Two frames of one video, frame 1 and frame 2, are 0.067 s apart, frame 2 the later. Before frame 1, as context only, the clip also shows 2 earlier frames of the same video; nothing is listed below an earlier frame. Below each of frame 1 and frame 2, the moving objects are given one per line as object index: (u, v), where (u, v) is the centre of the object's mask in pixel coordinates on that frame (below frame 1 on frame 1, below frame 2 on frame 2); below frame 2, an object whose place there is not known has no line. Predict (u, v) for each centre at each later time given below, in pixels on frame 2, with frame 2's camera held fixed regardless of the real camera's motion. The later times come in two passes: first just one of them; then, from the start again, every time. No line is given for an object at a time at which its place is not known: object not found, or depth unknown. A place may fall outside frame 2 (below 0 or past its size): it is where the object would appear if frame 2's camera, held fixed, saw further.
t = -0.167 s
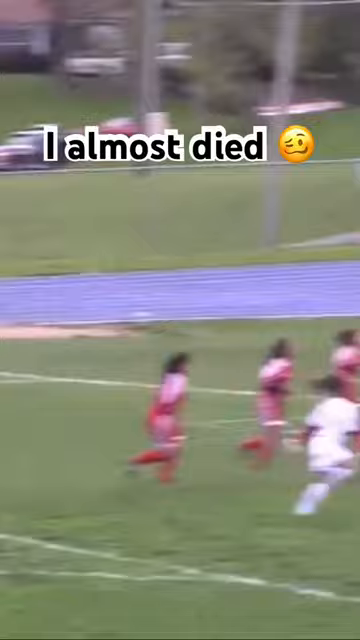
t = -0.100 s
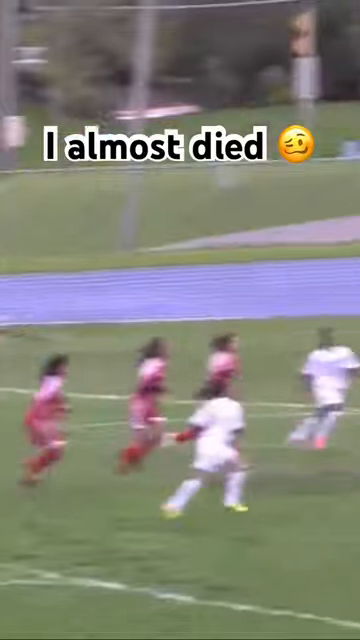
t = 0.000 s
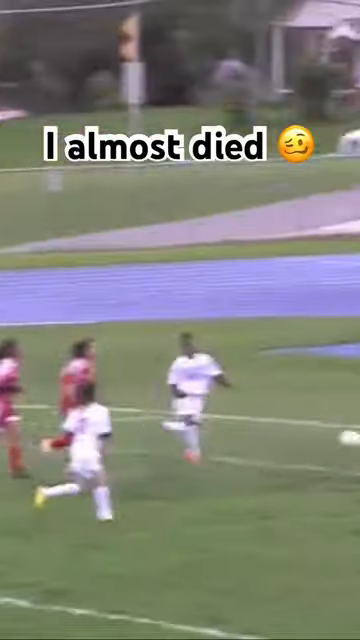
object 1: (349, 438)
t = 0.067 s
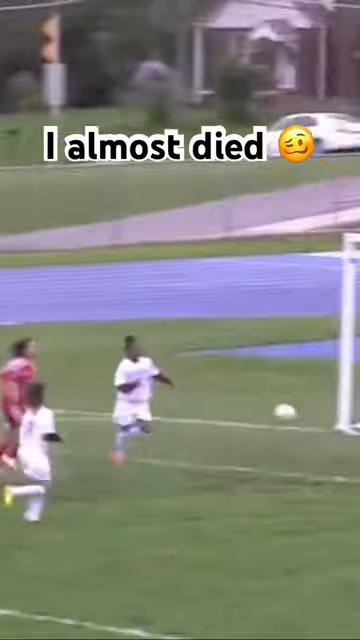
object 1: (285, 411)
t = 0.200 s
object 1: (306, 368)
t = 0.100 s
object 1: (290, 400)
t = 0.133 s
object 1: (296, 388)
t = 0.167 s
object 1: (301, 378)
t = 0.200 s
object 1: (306, 368)
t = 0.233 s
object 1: (312, 361)
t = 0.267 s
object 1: (317, 353)
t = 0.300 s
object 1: (322, 346)
